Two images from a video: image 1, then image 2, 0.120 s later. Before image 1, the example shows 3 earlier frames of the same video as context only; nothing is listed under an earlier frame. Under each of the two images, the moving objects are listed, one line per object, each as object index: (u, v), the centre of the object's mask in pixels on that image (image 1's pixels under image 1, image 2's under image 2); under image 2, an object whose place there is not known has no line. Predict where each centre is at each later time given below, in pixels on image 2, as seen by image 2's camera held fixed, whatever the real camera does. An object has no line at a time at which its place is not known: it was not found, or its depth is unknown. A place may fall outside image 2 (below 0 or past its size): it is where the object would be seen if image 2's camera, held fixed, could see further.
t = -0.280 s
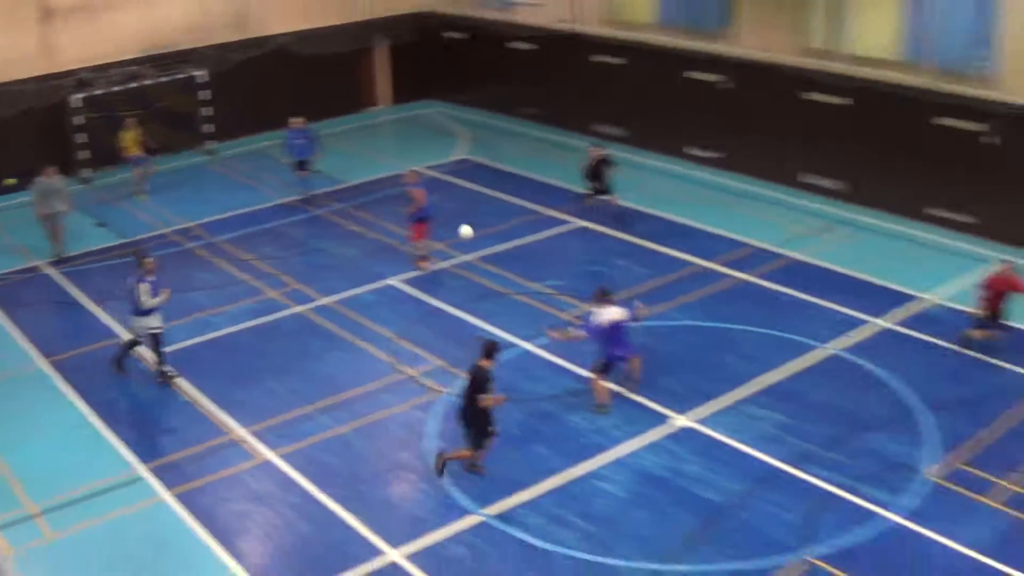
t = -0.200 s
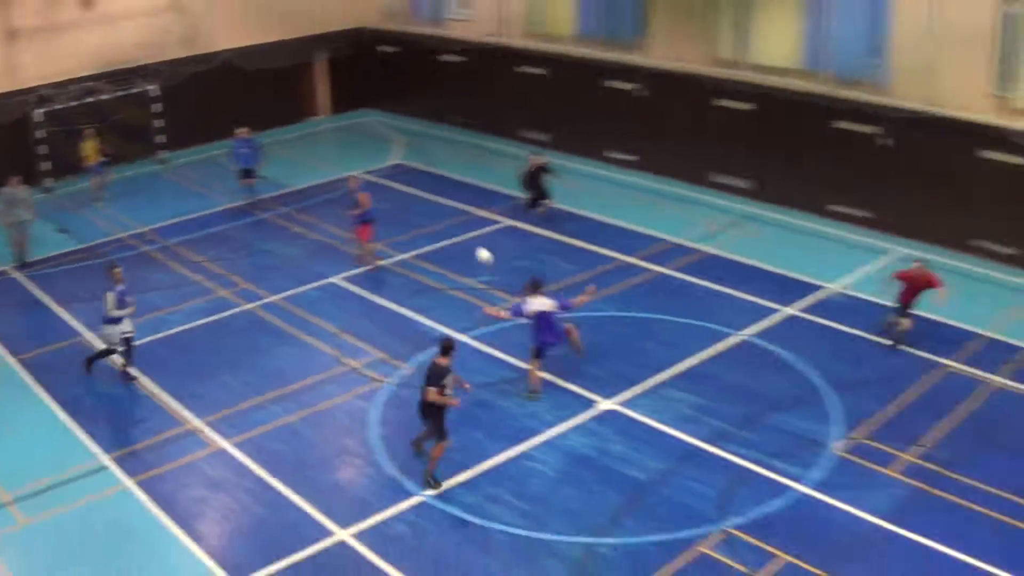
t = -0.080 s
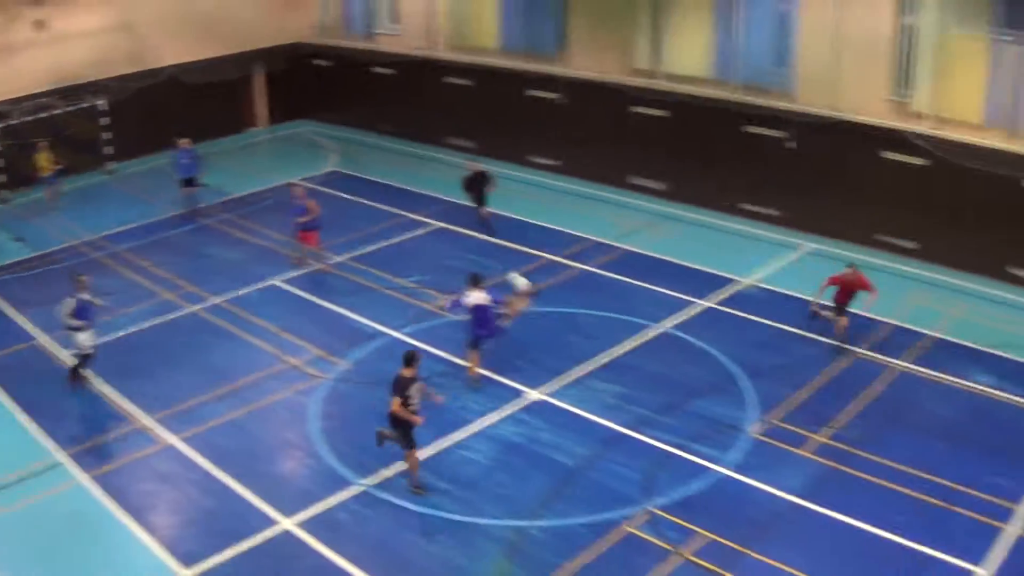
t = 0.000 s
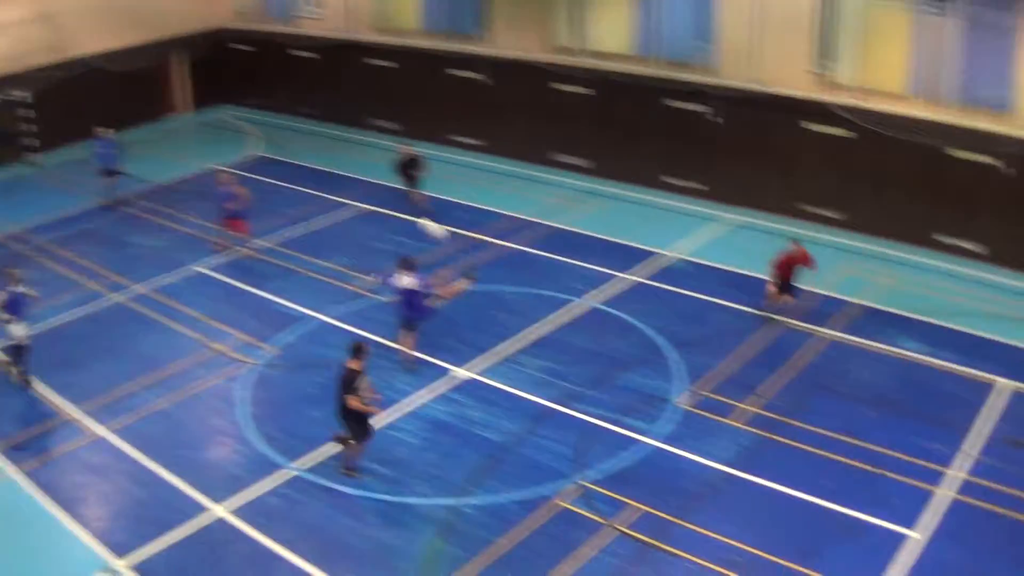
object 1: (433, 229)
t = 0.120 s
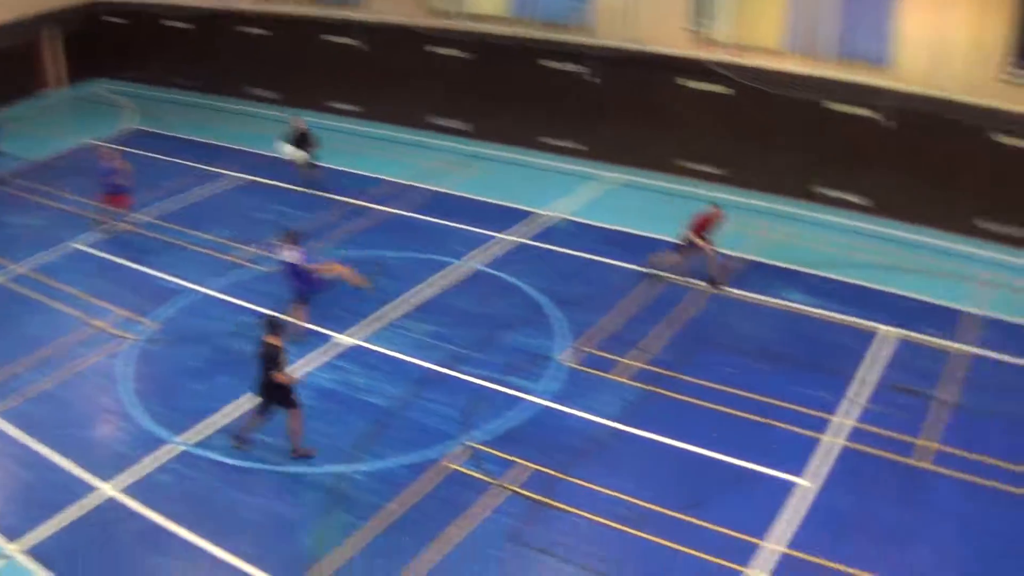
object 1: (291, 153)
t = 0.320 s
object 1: (242, 85)
